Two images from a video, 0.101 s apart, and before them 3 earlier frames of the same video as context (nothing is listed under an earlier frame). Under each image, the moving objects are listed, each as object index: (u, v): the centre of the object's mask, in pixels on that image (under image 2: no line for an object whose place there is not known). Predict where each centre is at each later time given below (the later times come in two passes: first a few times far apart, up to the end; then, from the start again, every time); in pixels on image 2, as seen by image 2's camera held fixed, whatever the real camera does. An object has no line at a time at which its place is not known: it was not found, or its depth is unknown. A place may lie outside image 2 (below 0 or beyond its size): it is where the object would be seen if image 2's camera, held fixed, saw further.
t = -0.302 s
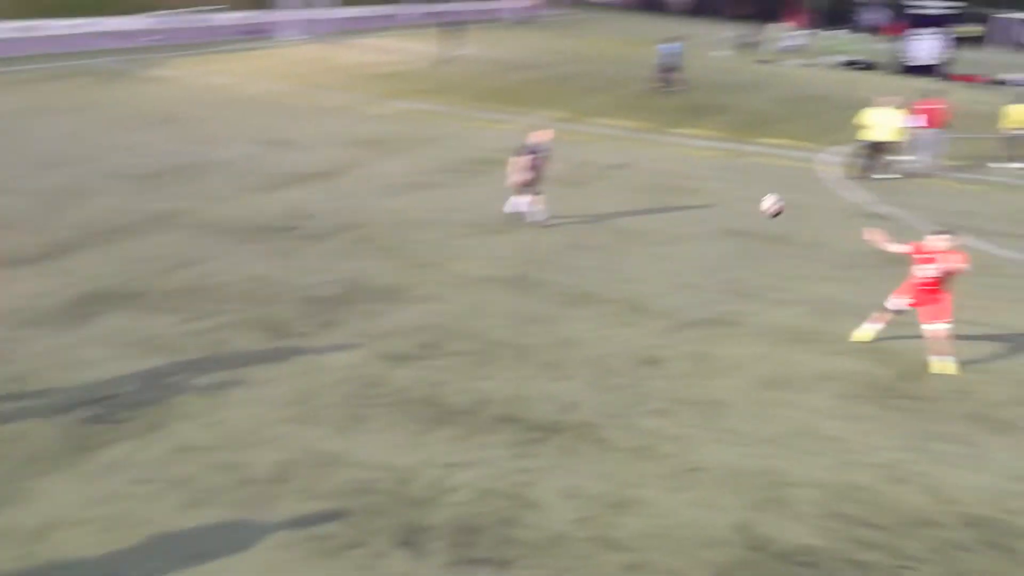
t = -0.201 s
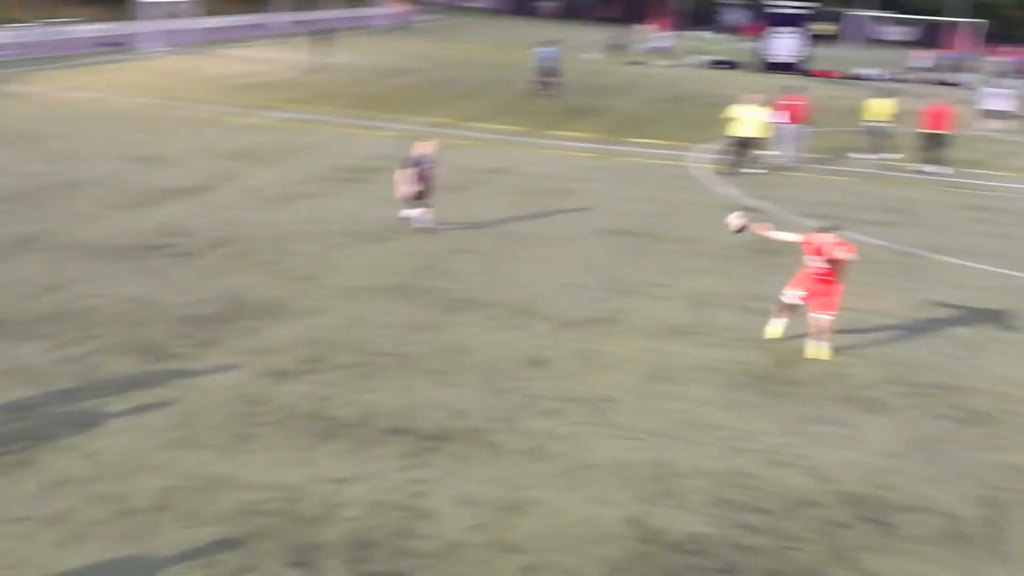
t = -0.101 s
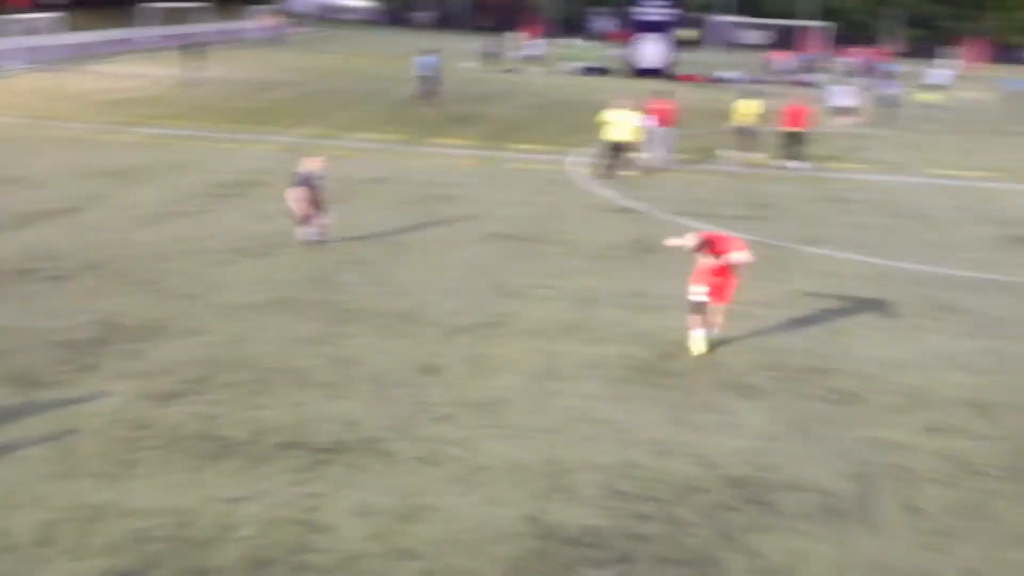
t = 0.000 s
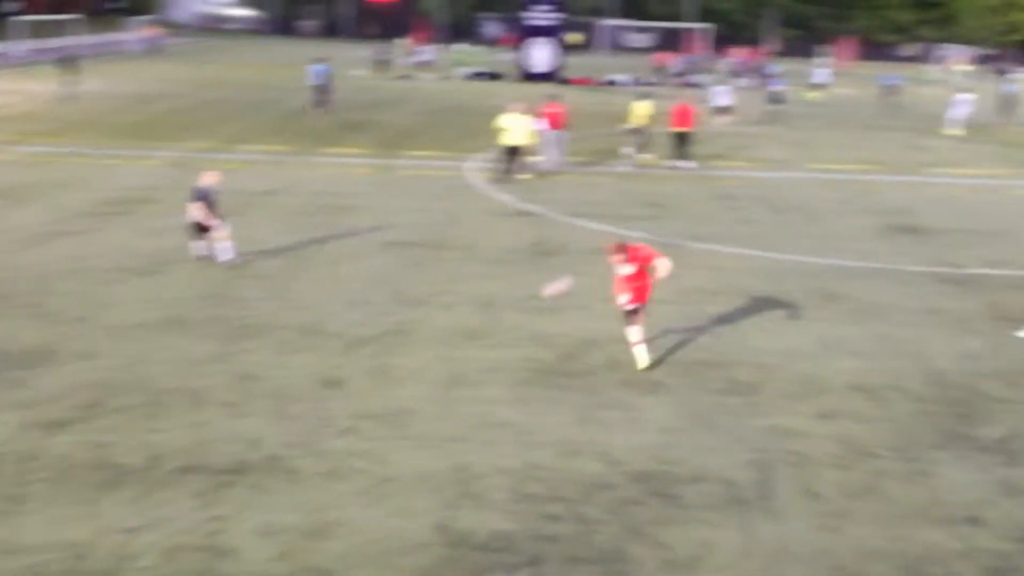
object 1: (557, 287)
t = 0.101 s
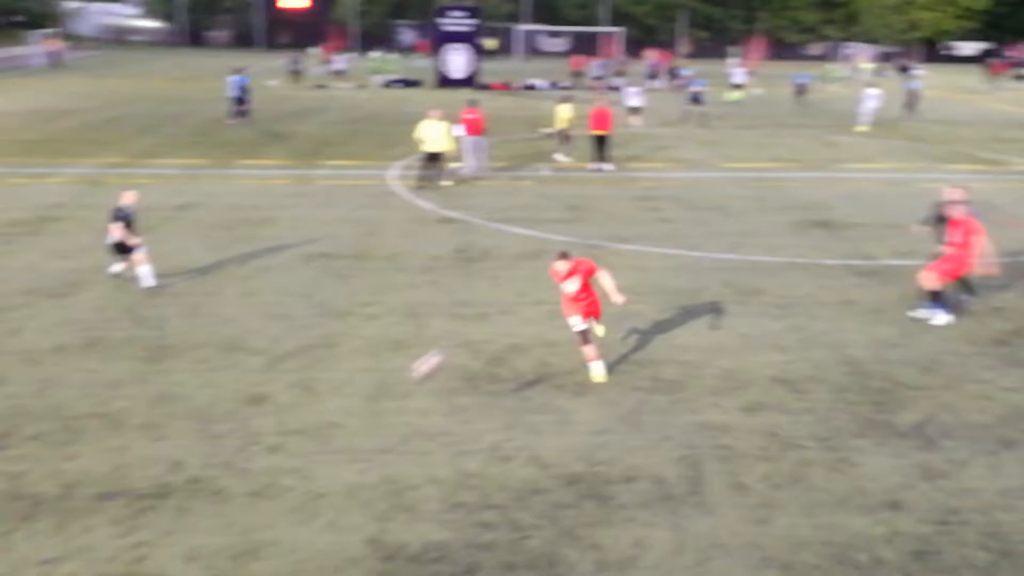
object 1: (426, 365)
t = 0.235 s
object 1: (342, 471)
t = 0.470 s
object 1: (214, 448)
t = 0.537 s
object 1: (172, 452)
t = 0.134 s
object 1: (404, 395)
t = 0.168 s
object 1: (385, 424)
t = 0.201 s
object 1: (362, 458)
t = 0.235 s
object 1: (342, 471)
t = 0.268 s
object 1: (327, 464)
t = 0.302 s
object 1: (311, 459)
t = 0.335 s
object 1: (294, 454)
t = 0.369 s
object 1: (275, 450)
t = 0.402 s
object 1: (255, 448)
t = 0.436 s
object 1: (236, 448)
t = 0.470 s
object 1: (214, 448)
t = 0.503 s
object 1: (194, 449)
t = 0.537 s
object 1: (172, 452)
